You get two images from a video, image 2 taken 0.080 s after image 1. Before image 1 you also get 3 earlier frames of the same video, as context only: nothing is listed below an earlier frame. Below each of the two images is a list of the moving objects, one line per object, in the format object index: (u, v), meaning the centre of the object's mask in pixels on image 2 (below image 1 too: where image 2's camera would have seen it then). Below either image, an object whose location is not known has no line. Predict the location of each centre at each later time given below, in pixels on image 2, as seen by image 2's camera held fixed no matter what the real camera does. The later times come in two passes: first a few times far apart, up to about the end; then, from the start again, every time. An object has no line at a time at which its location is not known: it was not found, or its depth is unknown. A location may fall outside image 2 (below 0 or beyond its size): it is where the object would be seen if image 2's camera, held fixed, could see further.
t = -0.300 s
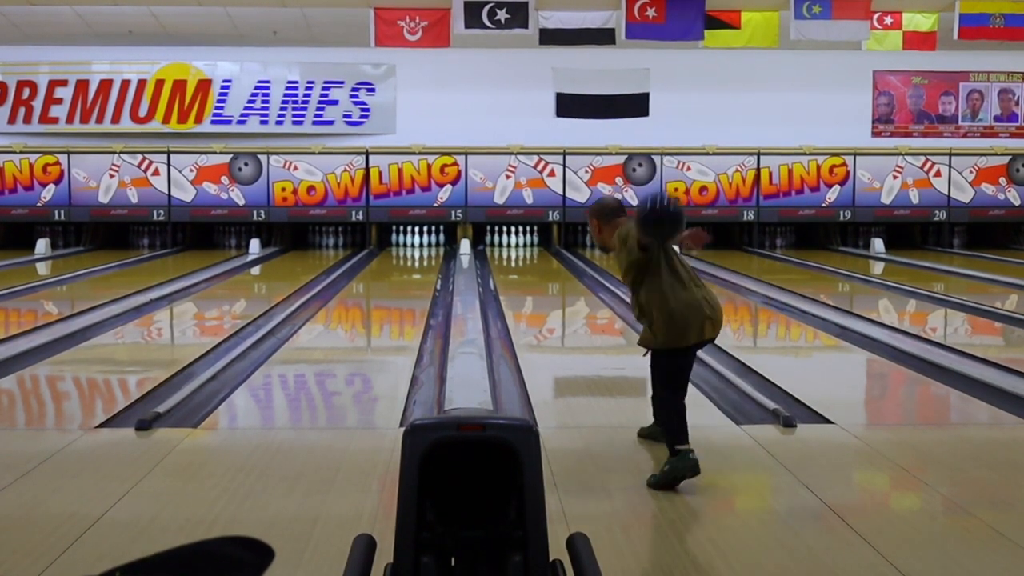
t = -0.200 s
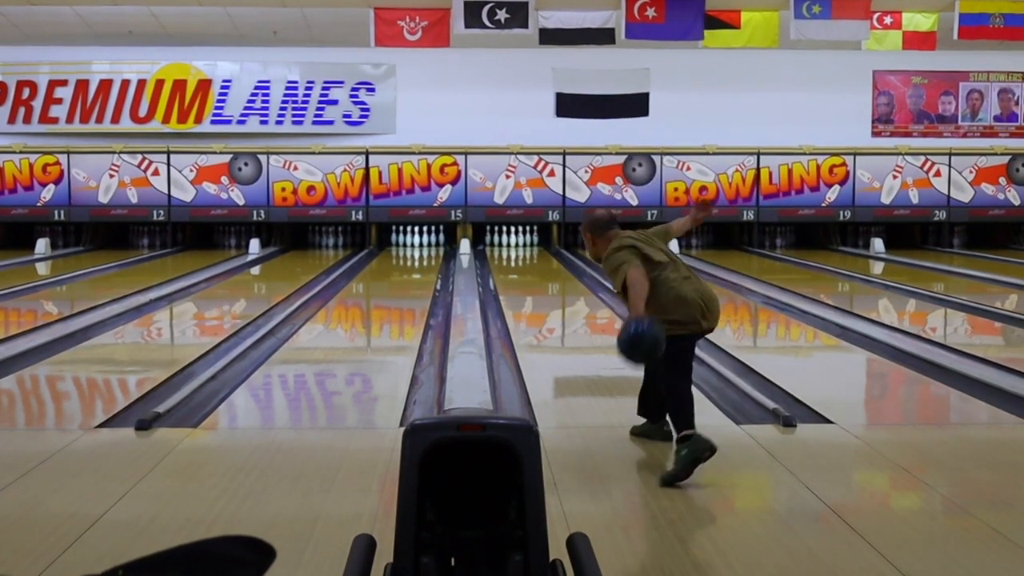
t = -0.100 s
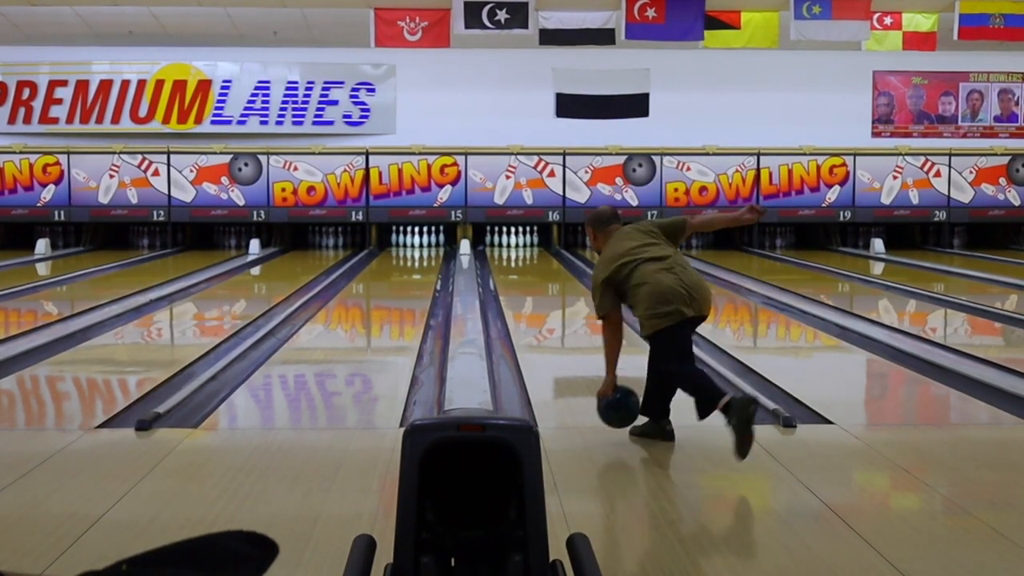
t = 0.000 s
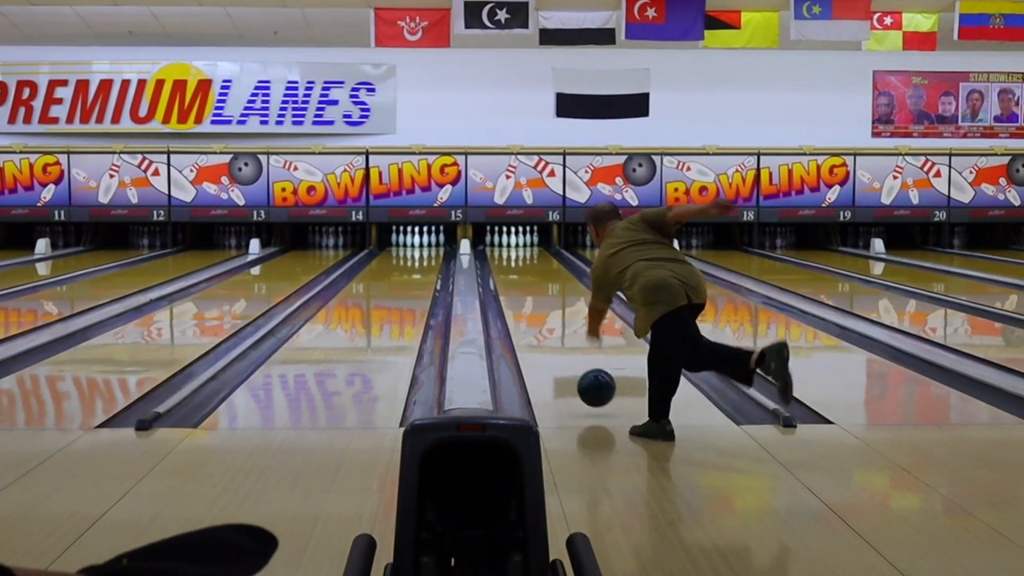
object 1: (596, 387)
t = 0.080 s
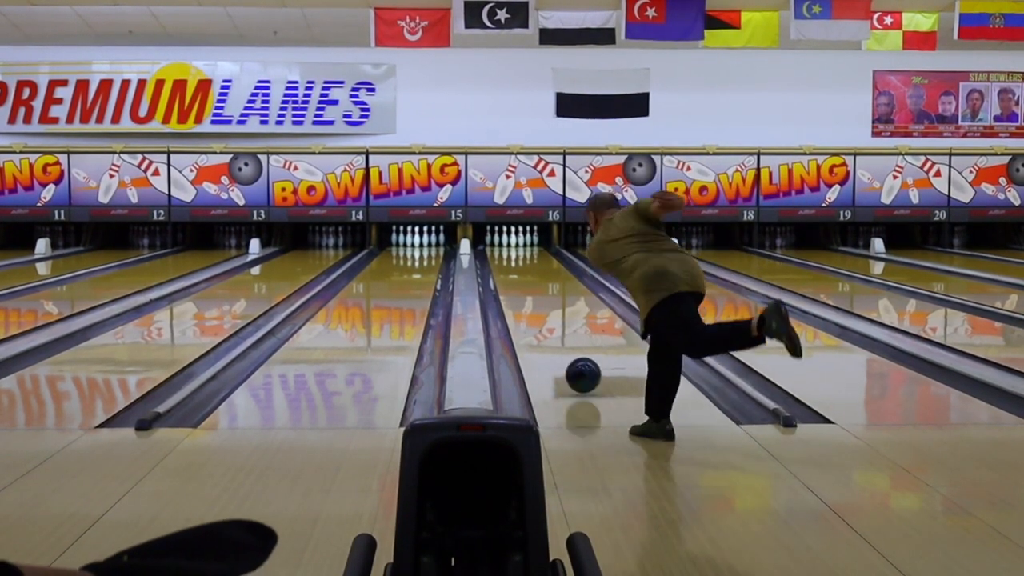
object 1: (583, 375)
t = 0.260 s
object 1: (560, 347)
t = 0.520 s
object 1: (537, 317)
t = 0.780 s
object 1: (522, 296)
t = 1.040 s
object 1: (512, 280)
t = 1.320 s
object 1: (504, 267)
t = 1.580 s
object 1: (500, 258)
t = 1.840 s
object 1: (500, 251)
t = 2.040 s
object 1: (502, 247)
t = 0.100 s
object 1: (580, 374)
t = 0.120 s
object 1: (577, 371)
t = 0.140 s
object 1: (574, 367)
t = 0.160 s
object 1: (572, 364)
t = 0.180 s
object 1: (569, 360)
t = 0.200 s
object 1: (567, 357)
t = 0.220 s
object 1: (564, 354)
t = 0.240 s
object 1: (562, 350)
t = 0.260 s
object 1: (560, 347)
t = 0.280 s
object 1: (558, 345)
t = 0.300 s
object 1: (556, 342)
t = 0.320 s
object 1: (554, 339)
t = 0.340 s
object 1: (552, 337)
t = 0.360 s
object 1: (550, 334)
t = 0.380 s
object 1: (548, 332)
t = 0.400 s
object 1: (546, 329)
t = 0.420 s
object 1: (545, 327)
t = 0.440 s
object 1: (543, 325)
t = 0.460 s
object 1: (542, 323)
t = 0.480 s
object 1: (540, 321)
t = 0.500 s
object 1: (539, 319)
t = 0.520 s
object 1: (537, 317)
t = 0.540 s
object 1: (536, 315)
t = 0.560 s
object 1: (535, 313)
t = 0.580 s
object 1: (533, 311)
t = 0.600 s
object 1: (532, 309)
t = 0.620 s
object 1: (531, 308)
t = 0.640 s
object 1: (530, 306)
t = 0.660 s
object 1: (529, 305)
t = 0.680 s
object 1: (527, 303)
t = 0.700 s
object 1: (526, 301)
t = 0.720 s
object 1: (525, 300)
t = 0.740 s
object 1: (524, 298)
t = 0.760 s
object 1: (523, 297)
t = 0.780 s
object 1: (522, 296)
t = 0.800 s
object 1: (521, 294)
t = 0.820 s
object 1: (521, 293)
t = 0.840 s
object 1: (519, 292)
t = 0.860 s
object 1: (518, 290)
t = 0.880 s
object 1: (518, 289)
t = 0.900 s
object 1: (517, 288)
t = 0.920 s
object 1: (516, 287)
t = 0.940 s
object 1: (516, 285)
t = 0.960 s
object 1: (515, 284)
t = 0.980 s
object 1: (514, 283)
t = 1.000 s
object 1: (513, 282)
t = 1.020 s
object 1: (513, 281)
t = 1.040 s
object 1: (512, 280)
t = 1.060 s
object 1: (511, 279)
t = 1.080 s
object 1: (511, 278)
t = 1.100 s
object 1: (510, 277)
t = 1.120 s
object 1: (510, 276)
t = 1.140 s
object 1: (509, 275)
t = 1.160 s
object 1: (508, 274)
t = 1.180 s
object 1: (508, 273)
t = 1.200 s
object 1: (507, 272)
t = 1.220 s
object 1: (503, 272)
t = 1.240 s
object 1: (504, 274)
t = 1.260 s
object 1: (504, 273)
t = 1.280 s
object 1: (504, 270)
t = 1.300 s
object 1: (505, 269)
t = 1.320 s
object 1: (504, 267)
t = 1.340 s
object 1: (504, 266)
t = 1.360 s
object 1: (504, 266)
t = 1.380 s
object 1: (503, 265)
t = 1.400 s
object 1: (503, 264)
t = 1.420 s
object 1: (503, 263)
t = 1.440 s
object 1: (502, 262)
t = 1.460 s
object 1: (502, 262)
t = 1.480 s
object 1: (502, 261)
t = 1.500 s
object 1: (502, 261)
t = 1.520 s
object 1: (501, 260)
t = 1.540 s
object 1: (501, 259)
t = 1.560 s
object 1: (500, 259)
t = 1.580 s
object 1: (500, 258)
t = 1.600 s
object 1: (500, 257)
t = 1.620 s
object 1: (500, 257)
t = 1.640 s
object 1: (500, 256)
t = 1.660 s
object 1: (500, 256)
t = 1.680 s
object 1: (499, 255)
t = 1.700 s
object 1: (499, 254)
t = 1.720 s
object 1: (499, 254)
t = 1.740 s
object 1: (499, 254)
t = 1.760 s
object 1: (499, 253)
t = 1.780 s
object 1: (500, 252)
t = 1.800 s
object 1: (500, 252)
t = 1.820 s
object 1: (500, 252)
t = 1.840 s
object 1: (500, 251)
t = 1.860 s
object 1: (500, 251)
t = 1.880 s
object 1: (500, 250)
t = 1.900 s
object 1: (500, 250)
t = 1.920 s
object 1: (500, 249)
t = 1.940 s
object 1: (500, 249)
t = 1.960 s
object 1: (500, 249)
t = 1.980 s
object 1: (501, 248)
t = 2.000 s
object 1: (501, 248)
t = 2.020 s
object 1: (501, 247)
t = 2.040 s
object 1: (502, 247)
